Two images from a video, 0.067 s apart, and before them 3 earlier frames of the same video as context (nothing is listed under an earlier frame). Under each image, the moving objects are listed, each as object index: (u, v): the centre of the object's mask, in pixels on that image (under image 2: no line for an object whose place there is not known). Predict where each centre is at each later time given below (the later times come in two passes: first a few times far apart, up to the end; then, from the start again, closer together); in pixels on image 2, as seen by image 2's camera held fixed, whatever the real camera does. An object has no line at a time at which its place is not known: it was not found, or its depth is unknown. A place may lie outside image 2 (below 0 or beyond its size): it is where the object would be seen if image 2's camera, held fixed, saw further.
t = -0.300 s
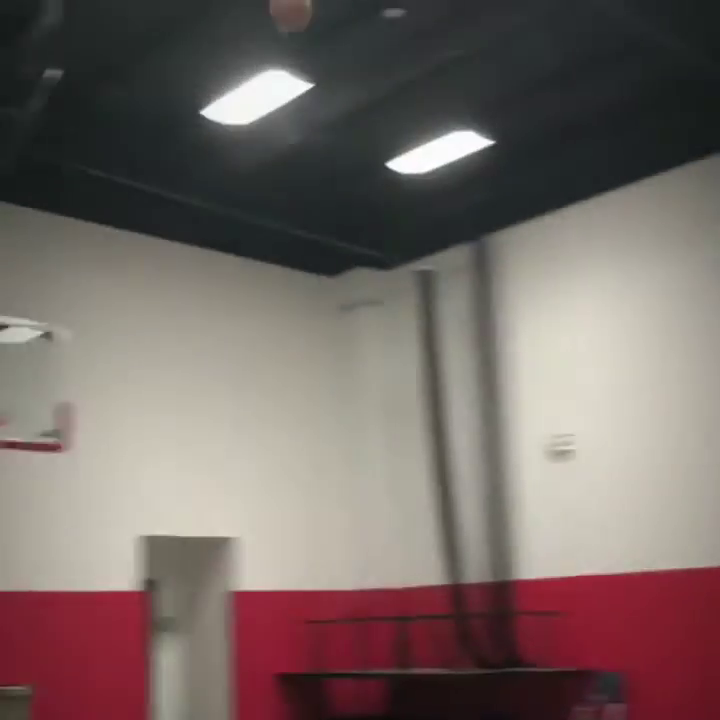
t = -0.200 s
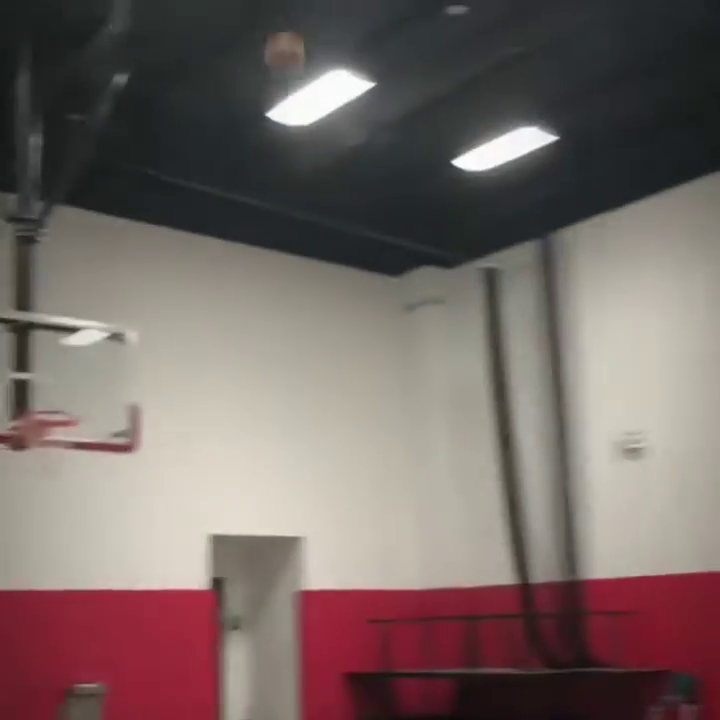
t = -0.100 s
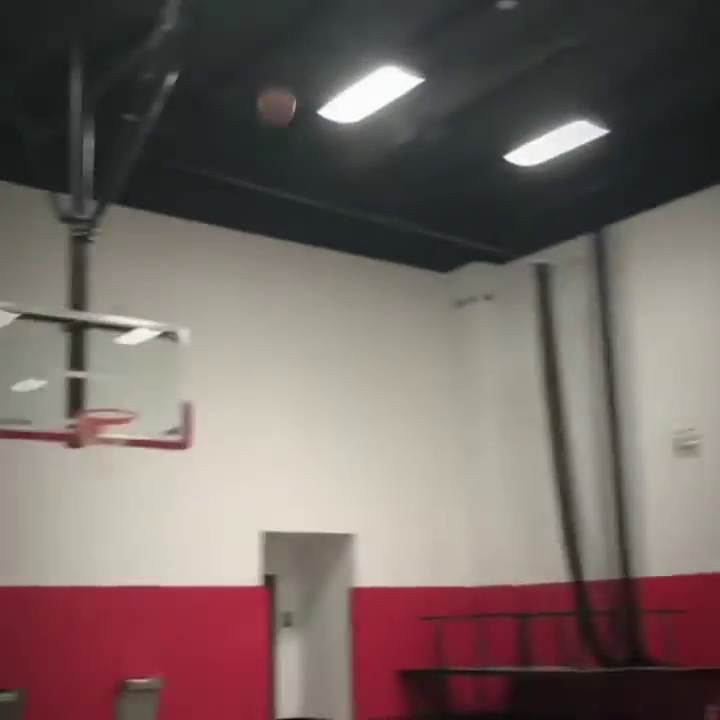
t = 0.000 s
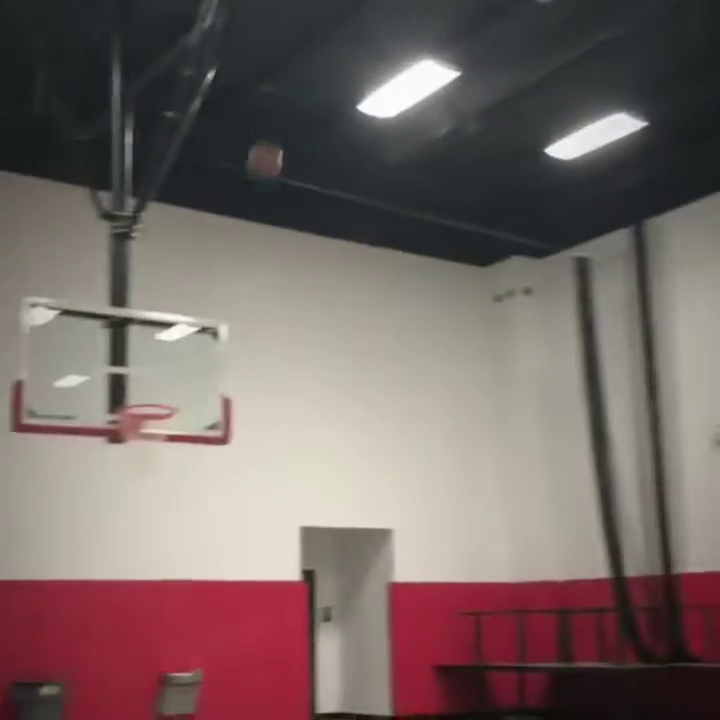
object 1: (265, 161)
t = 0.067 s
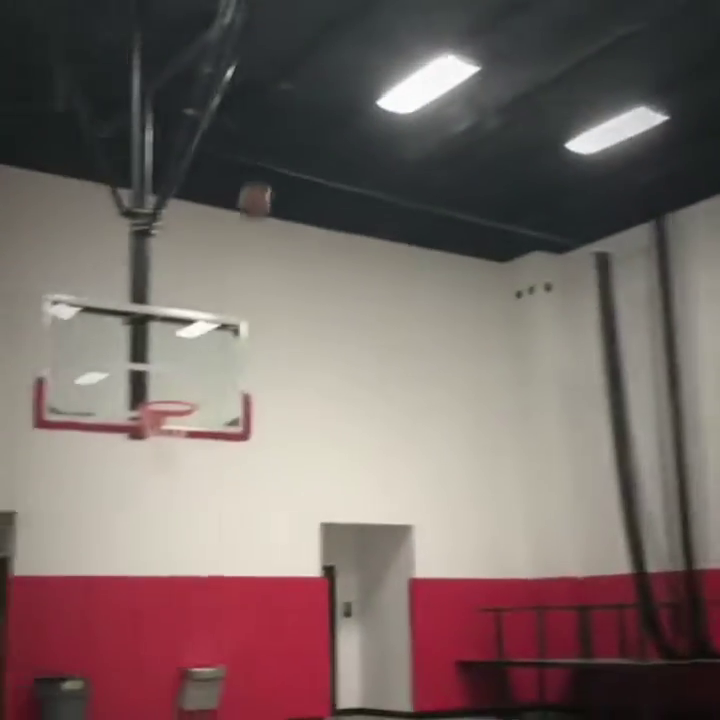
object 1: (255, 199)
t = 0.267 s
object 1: (176, 349)
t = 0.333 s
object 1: (157, 394)
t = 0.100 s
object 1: (241, 224)
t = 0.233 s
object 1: (187, 321)
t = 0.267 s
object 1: (176, 349)
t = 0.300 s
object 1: (166, 372)
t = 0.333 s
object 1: (157, 394)
